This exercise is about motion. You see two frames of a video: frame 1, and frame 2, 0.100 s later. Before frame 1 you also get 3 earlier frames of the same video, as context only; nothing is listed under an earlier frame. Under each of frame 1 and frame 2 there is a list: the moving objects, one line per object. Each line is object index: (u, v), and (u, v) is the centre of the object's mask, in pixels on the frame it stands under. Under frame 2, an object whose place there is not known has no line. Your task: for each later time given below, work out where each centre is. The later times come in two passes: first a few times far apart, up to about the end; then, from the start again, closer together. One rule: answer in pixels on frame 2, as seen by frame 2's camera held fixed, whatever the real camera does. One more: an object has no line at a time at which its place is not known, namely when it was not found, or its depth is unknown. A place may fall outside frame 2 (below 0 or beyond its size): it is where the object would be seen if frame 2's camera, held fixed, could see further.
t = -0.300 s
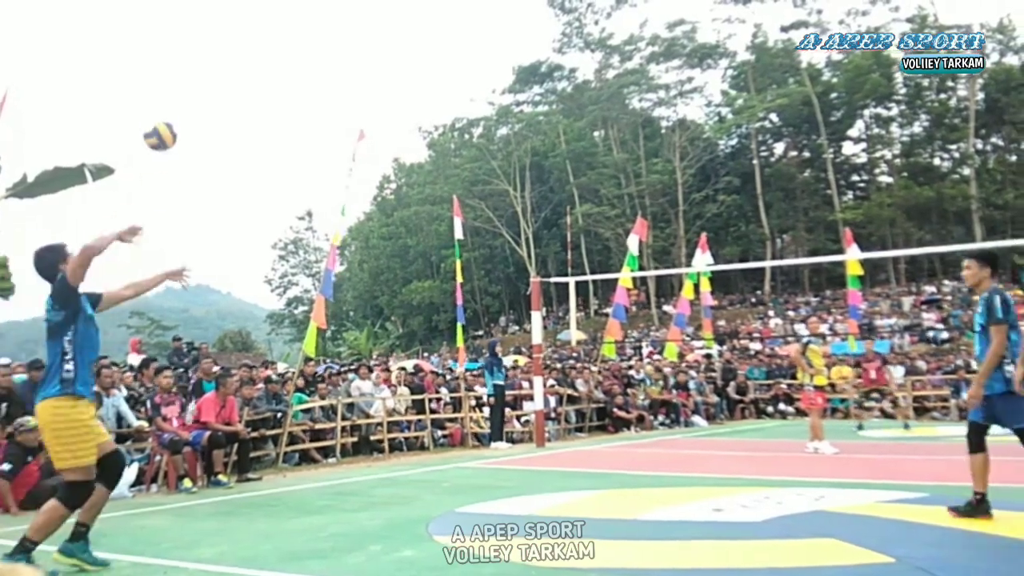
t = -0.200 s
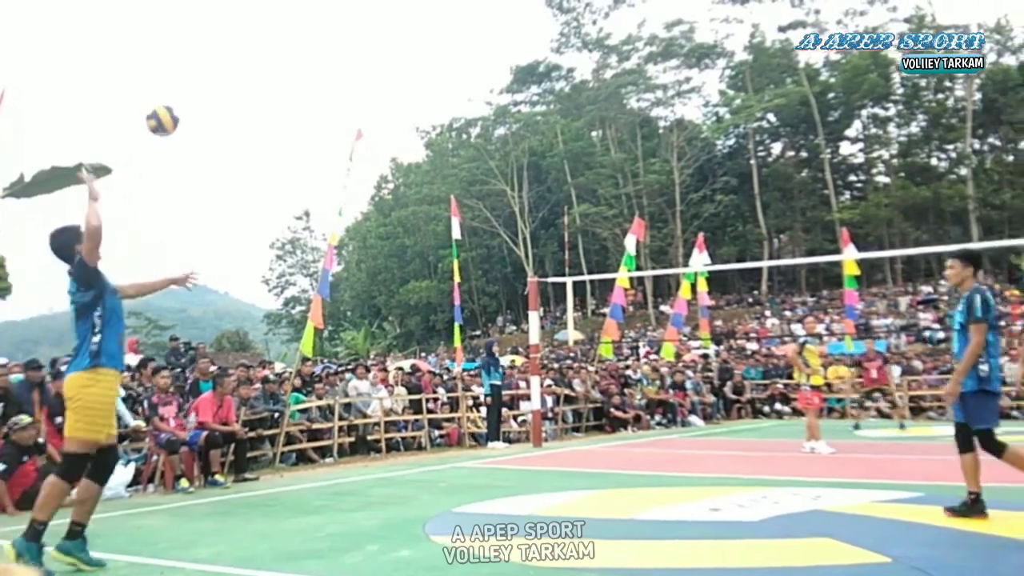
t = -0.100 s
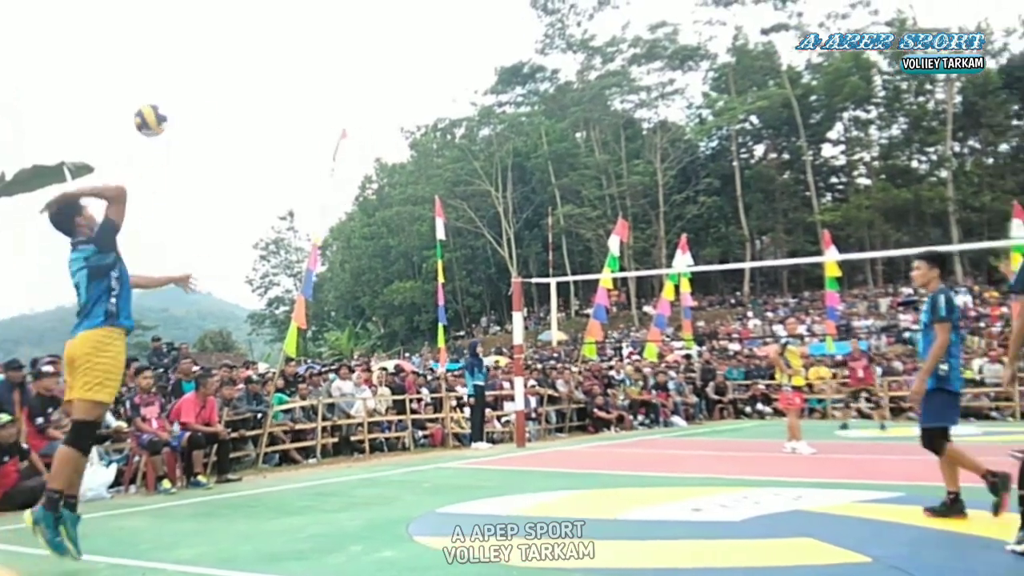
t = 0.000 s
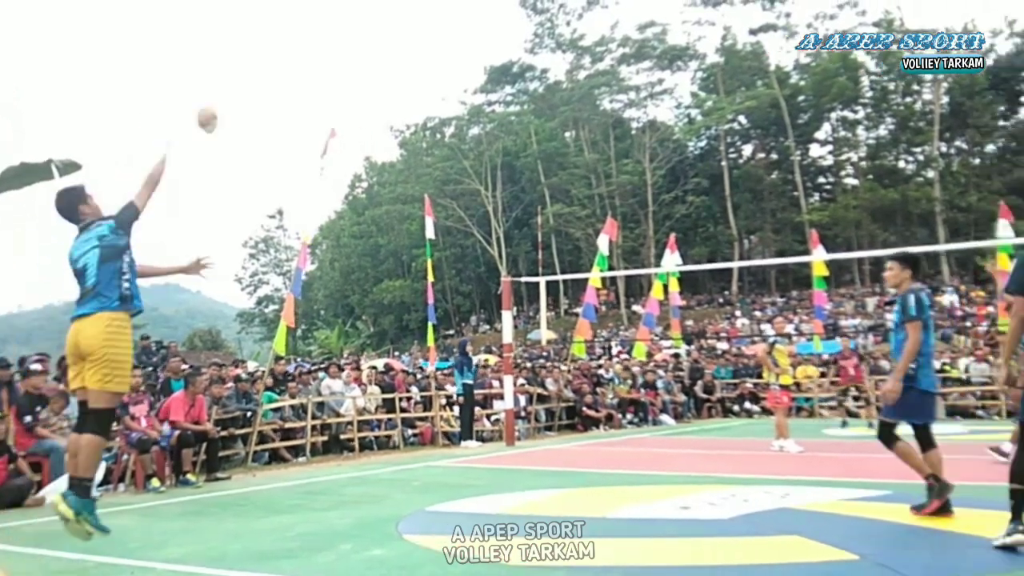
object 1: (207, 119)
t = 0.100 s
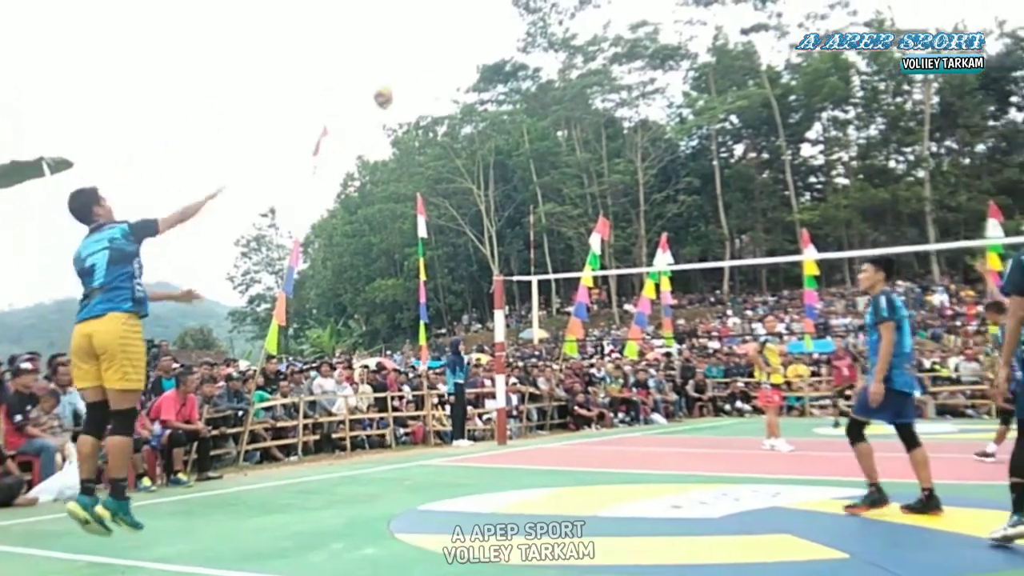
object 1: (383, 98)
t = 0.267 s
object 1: (597, 85)
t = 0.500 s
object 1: (801, 112)
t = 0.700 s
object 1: (926, 155)
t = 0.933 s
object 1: (1042, 220)
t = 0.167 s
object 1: (483, 89)
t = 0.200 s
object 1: (521, 86)
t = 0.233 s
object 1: (560, 86)
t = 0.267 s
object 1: (597, 85)
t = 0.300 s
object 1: (631, 87)
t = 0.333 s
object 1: (664, 90)
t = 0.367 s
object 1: (694, 92)
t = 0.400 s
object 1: (723, 95)
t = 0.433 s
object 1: (750, 101)
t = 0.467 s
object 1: (776, 106)
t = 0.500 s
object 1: (801, 112)
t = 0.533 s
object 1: (823, 120)
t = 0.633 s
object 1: (888, 139)
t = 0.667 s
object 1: (907, 147)
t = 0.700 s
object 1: (926, 155)
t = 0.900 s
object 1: (1026, 210)
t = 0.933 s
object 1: (1042, 220)
